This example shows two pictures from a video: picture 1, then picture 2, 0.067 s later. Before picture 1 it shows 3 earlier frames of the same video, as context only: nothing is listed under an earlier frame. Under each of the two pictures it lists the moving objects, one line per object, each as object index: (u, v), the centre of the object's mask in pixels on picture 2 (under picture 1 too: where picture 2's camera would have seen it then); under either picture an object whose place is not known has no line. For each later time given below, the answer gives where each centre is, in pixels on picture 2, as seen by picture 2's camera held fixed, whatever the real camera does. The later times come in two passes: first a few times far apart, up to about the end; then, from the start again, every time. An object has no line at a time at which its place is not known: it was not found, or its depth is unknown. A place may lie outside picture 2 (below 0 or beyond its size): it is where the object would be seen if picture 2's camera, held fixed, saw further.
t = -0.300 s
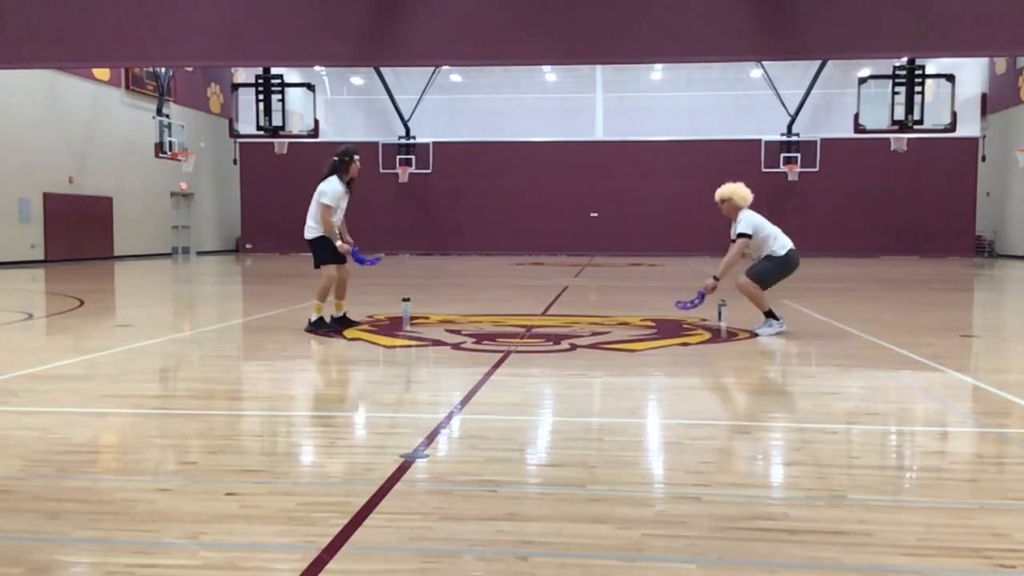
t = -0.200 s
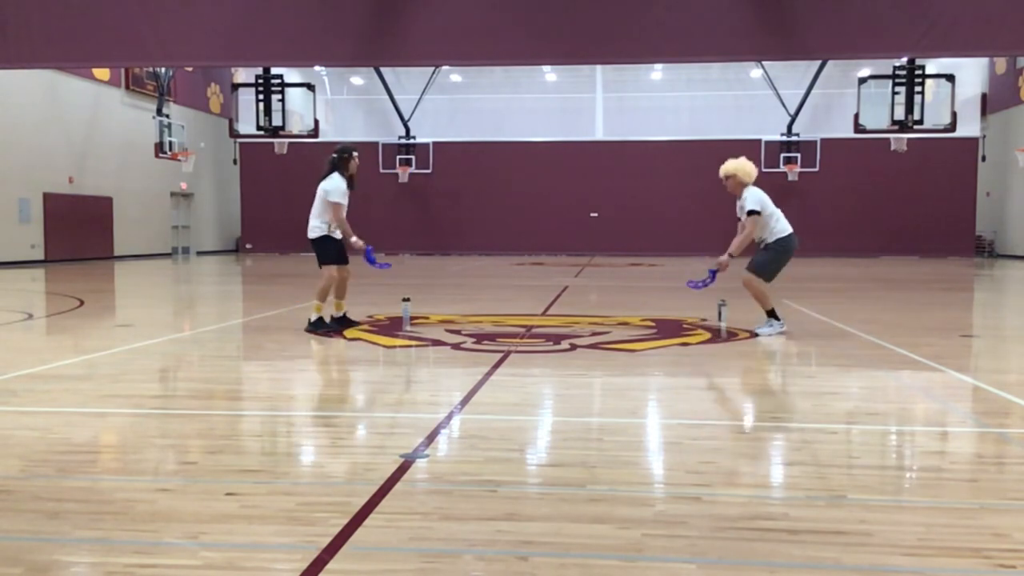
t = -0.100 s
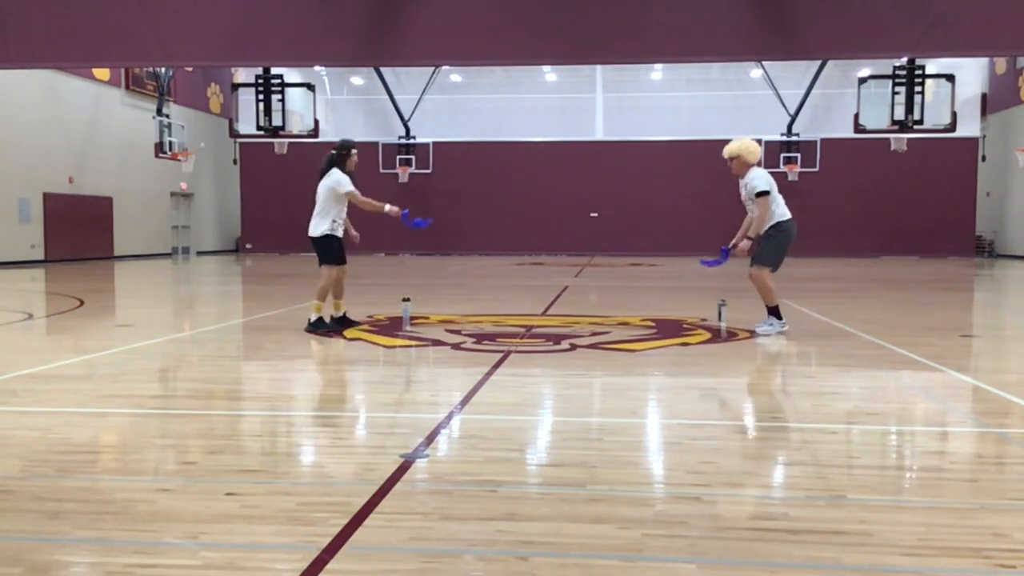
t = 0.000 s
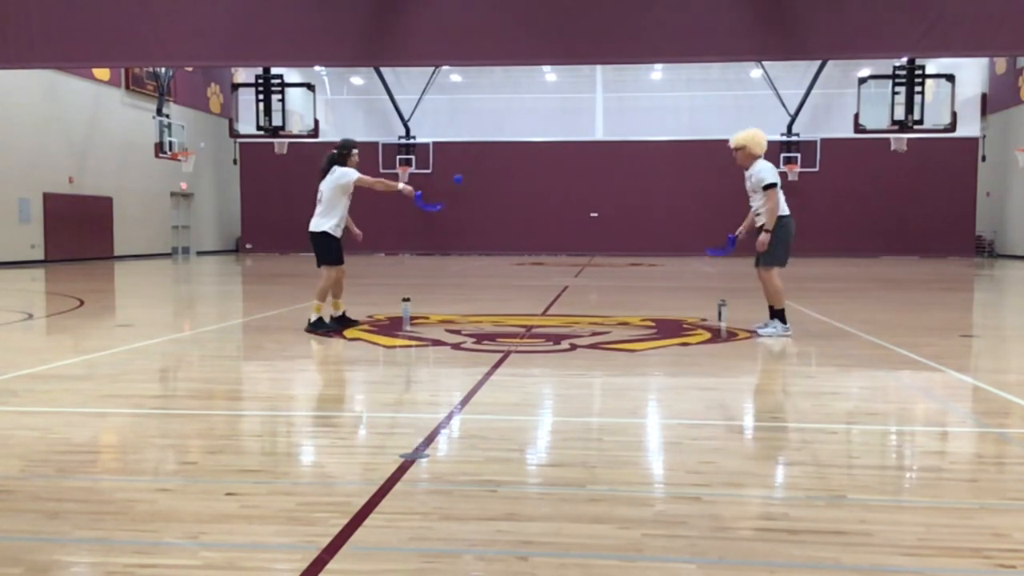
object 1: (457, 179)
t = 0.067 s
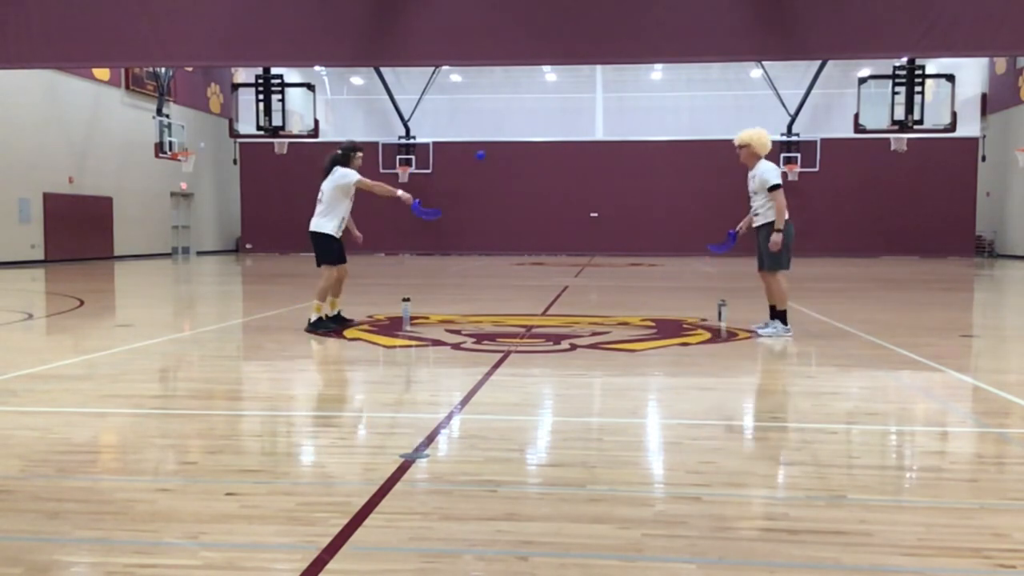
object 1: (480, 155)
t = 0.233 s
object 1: (537, 117)
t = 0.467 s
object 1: (614, 115)
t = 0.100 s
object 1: (491, 145)
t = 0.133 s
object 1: (503, 136)
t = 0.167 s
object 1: (514, 128)
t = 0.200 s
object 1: (525, 122)
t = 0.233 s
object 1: (537, 117)
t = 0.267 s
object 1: (548, 113)
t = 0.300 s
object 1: (559, 111)
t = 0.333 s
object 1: (570, 109)
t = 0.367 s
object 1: (581, 109)
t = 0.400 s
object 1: (592, 110)
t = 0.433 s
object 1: (604, 112)
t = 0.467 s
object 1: (614, 115)
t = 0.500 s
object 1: (625, 120)
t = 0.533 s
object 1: (636, 126)
